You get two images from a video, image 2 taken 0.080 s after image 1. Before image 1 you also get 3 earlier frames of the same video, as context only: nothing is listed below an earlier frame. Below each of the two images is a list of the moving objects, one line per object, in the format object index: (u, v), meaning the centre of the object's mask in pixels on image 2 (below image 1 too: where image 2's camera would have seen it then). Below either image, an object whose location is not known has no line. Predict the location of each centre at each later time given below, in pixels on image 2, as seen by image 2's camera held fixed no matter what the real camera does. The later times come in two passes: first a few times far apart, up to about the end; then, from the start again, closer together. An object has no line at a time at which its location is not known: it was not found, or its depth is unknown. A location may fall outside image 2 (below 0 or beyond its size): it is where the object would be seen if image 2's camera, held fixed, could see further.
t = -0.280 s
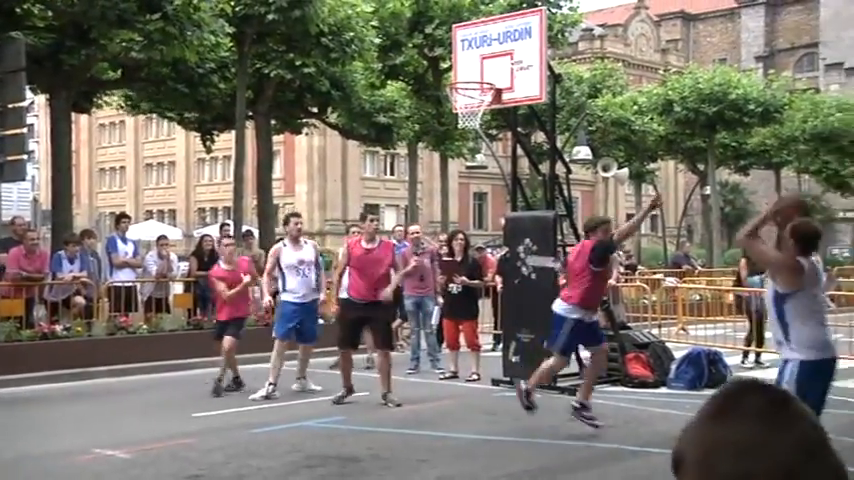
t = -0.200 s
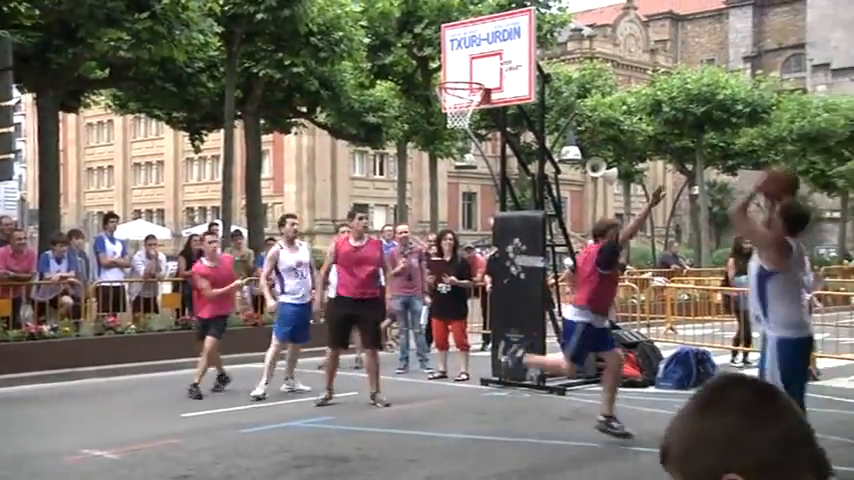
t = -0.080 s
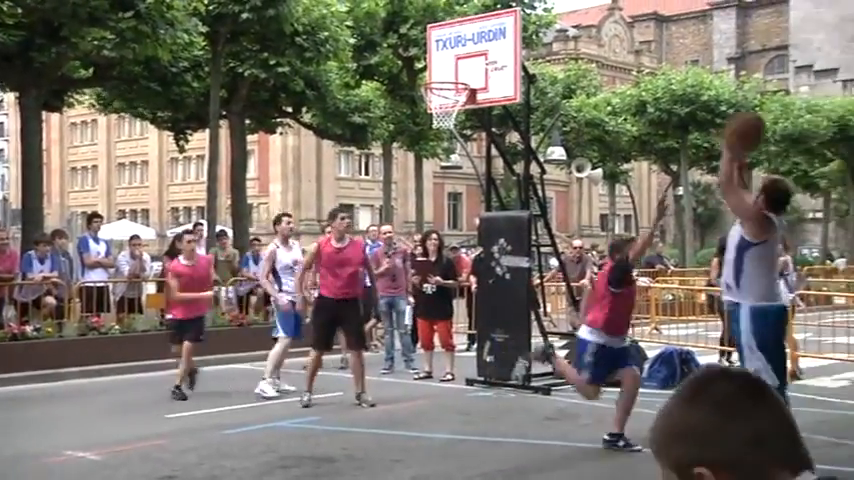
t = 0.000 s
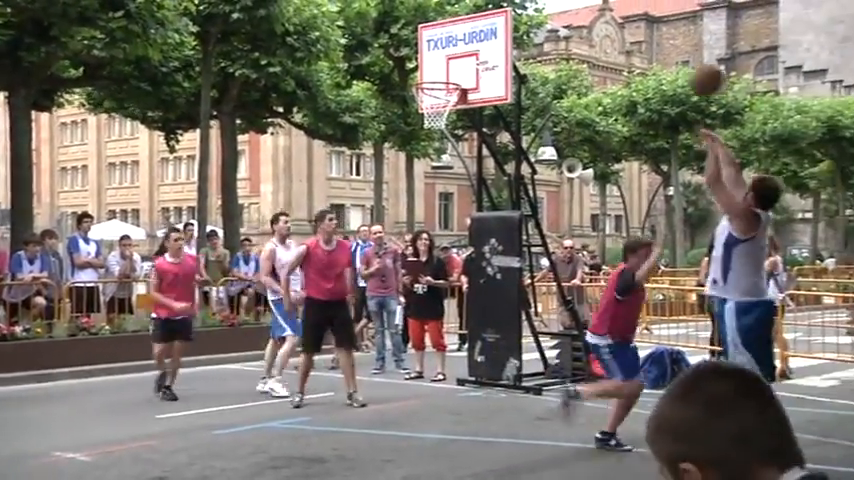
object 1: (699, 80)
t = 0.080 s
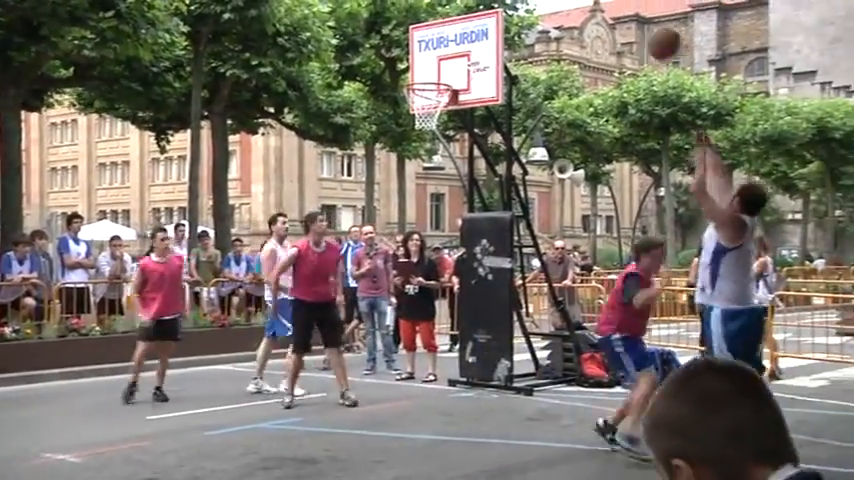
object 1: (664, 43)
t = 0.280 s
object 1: (590, 2)
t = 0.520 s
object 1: (520, 1)
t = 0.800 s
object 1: (457, 77)
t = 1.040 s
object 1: (475, 56)
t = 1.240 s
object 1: (479, 78)
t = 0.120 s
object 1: (648, 29)
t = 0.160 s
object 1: (633, 16)
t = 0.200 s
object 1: (618, 9)
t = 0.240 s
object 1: (603, 5)
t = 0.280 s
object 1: (590, 2)
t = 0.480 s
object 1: (531, -2)
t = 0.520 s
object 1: (520, 1)
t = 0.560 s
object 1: (509, 8)
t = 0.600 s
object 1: (501, 17)
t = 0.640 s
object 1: (491, 28)
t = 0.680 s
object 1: (481, 39)
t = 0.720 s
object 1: (473, 51)
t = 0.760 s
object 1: (465, 64)
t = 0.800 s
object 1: (457, 77)
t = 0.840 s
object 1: (467, 72)
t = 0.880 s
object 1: (473, 67)
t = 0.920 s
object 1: (474, 61)
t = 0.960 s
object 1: (474, 58)
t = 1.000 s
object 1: (475, 56)
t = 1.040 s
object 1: (475, 56)
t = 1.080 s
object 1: (476, 57)
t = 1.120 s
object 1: (477, 59)
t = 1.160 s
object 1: (478, 64)
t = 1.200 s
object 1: (479, 70)
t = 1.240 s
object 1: (479, 78)
